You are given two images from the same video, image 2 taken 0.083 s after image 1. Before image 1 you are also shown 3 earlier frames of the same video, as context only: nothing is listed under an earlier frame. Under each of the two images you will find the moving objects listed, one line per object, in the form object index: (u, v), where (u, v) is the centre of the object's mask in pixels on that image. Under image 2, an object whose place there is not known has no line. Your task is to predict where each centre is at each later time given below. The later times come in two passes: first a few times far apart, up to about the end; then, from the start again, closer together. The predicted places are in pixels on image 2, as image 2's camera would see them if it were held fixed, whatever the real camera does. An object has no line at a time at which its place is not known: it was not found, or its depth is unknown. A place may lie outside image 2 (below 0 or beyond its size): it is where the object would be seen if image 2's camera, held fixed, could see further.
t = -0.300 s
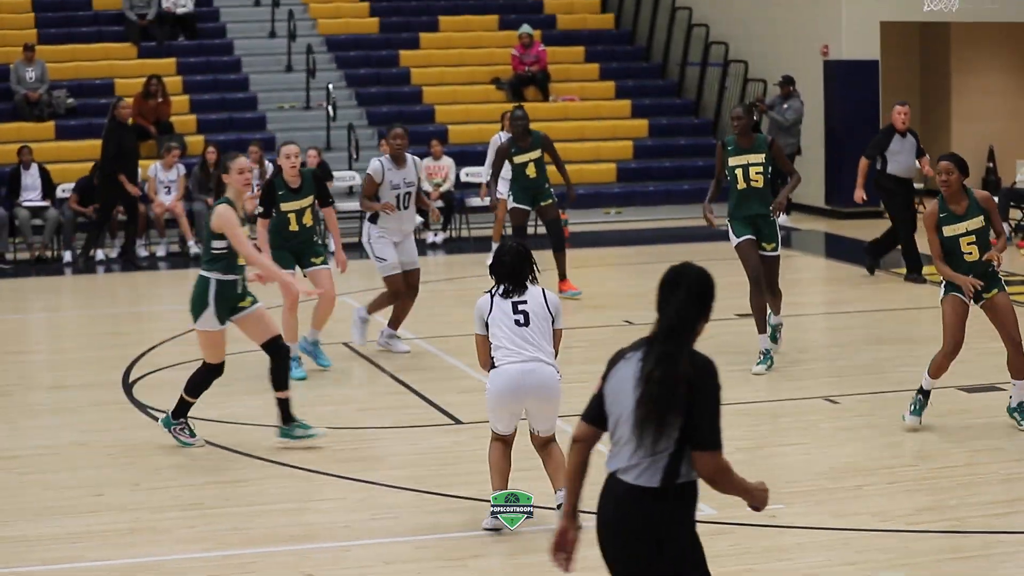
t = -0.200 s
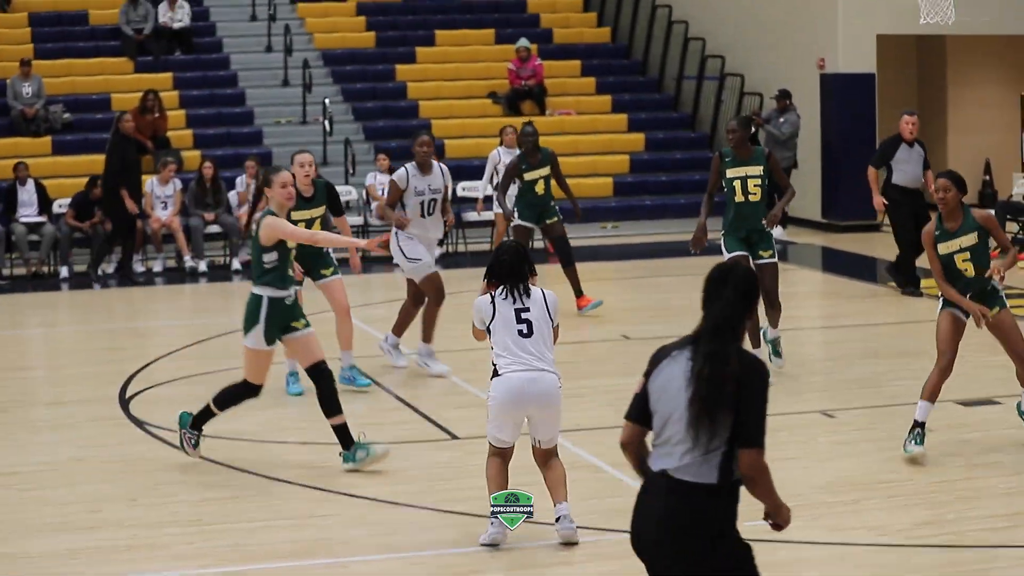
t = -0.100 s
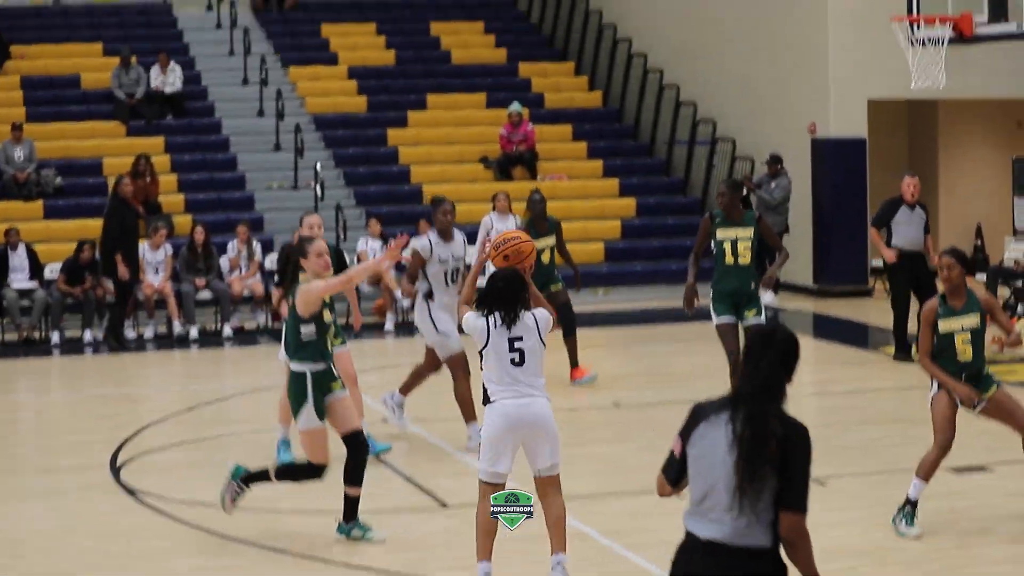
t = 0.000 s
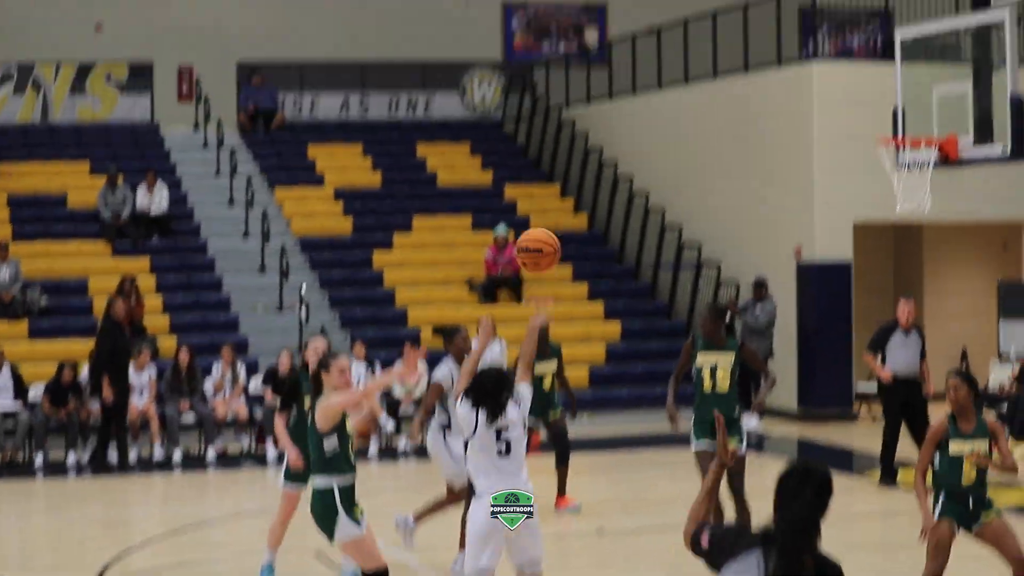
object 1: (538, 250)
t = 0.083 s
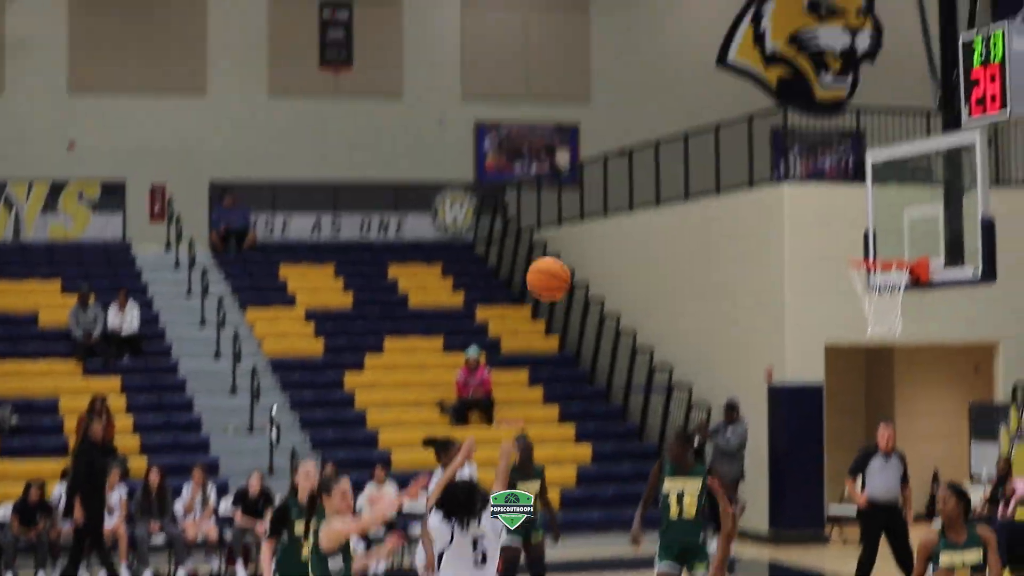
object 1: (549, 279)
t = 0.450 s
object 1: (692, 71)
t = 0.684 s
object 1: (768, 66)
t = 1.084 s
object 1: (878, 219)
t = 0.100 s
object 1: (555, 263)
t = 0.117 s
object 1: (562, 248)
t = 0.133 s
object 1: (569, 233)
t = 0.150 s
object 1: (576, 219)
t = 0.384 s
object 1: (668, 89)
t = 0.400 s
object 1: (674, 84)
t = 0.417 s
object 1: (680, 79)
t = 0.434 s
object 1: (686, 75)
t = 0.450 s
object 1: (692, 71)
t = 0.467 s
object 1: (698, 68)
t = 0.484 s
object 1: (703, 65)
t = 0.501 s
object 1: (709, 63)
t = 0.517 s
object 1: (714, 61)
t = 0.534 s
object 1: (720, 60)
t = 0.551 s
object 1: (726, 58)
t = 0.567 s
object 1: (731, 58)
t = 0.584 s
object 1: (736, 58)
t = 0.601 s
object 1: (741, 58)
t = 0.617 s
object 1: (746, 59)
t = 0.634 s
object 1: (752, 60)
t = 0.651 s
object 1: (757, 62)
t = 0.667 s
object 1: (762, 63)
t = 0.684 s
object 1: (768, 66)
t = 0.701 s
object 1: (773, 69)
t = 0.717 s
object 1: (778, 71)
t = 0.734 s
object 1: (783, 75)
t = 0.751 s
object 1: (788, 78)
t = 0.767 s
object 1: (793, 82)
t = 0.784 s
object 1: (798, 87)
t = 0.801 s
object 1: (802, 91)
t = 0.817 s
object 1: (807, 96)
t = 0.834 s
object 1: (813, 101)
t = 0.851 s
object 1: (817, 107)
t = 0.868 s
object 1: (821, 115)
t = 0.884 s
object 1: (825, 121)
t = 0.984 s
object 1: (852, 164)
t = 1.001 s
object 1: (857, 173)
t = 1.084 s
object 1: (878, 219)
